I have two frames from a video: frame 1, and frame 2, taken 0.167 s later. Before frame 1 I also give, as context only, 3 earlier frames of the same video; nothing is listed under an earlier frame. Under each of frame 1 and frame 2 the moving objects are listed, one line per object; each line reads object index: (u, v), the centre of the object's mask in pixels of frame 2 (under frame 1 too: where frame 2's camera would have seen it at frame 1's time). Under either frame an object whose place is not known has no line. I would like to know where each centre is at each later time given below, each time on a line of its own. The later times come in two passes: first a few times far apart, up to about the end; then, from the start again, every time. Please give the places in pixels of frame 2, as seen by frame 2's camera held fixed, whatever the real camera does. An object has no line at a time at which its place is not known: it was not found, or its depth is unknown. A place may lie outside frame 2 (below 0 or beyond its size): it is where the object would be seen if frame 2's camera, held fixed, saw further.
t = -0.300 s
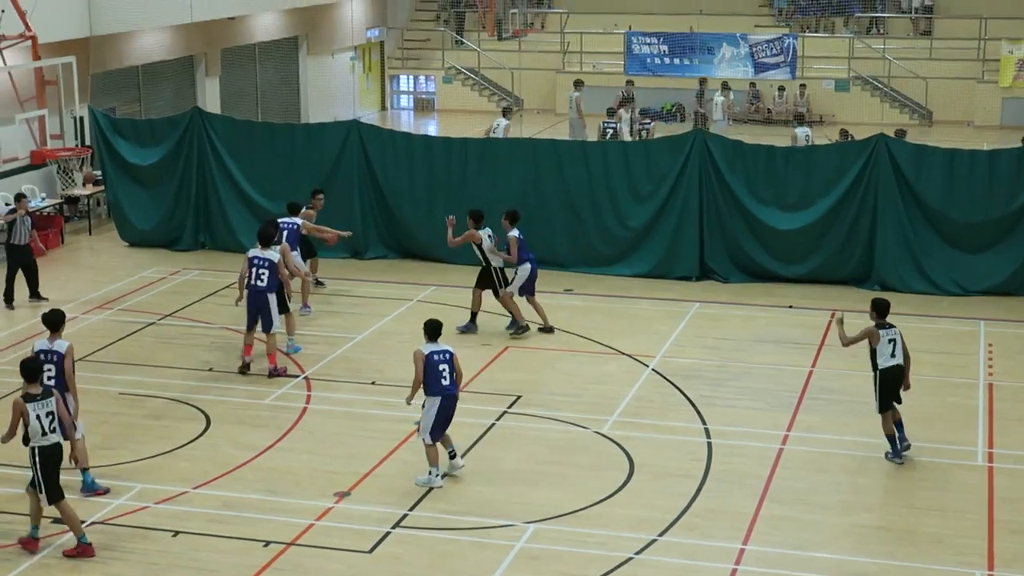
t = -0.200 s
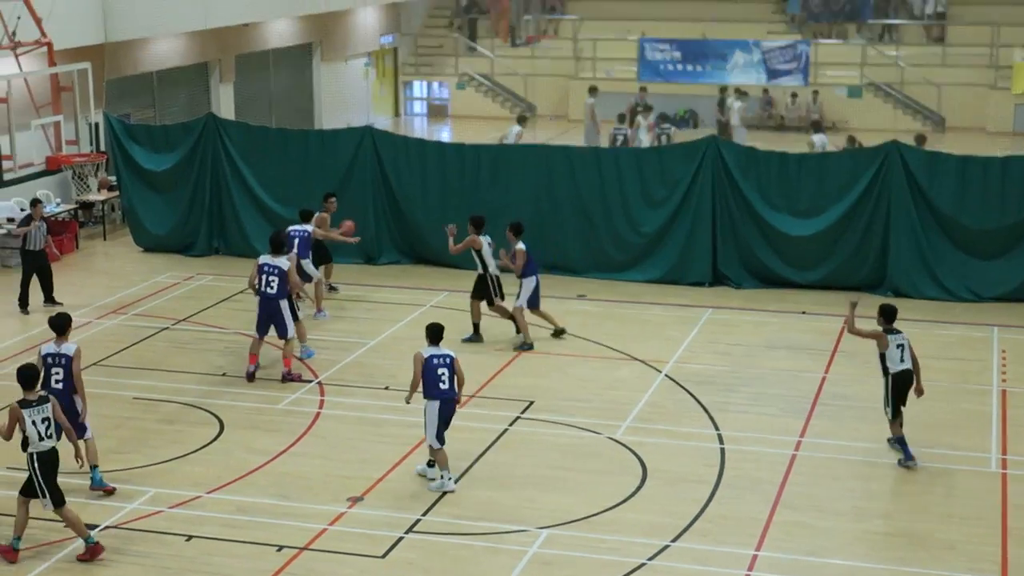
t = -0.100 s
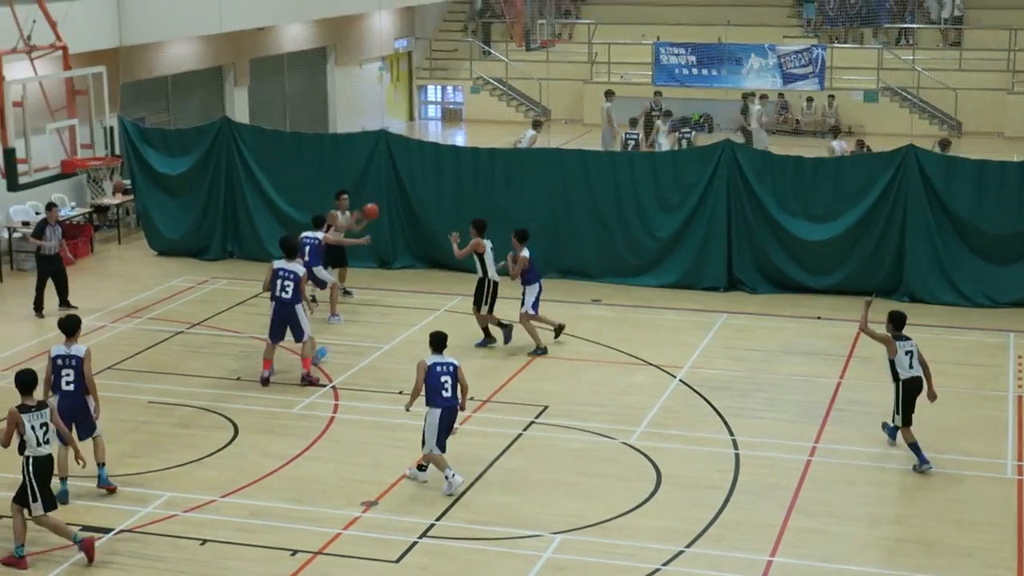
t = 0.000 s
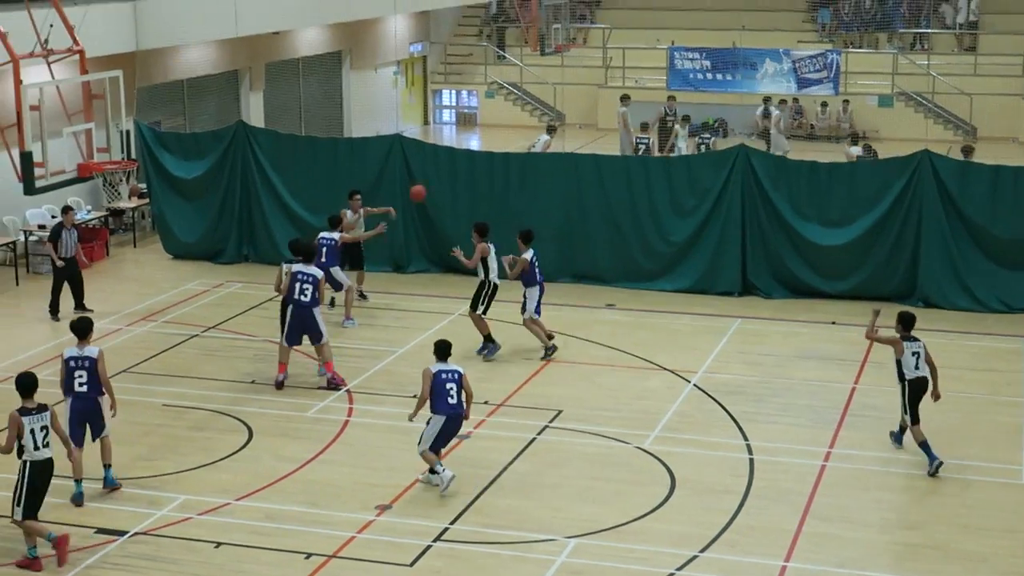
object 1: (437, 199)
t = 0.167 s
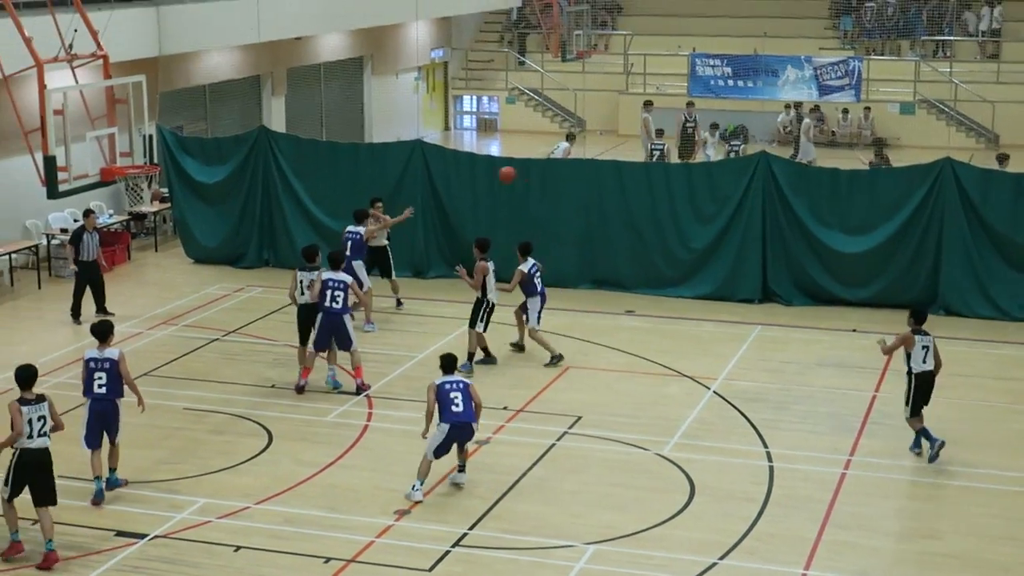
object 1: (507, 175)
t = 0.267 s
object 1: (551, 168)
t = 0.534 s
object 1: (682, 189)
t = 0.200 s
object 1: (521, 172)
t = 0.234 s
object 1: (536, 170)
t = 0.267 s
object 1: (551, 168)
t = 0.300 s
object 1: (566, 169)
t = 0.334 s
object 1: (582, 169)
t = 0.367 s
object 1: (598, 170)
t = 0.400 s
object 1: (615, 172)
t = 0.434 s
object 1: (631, 175)
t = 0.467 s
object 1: (648, 178)
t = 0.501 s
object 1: (665, 184)
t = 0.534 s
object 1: (682, 189)
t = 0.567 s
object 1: (699, 196)
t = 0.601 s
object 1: (717, 204)
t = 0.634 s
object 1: (735, 212)
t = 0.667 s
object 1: (753, 222)
